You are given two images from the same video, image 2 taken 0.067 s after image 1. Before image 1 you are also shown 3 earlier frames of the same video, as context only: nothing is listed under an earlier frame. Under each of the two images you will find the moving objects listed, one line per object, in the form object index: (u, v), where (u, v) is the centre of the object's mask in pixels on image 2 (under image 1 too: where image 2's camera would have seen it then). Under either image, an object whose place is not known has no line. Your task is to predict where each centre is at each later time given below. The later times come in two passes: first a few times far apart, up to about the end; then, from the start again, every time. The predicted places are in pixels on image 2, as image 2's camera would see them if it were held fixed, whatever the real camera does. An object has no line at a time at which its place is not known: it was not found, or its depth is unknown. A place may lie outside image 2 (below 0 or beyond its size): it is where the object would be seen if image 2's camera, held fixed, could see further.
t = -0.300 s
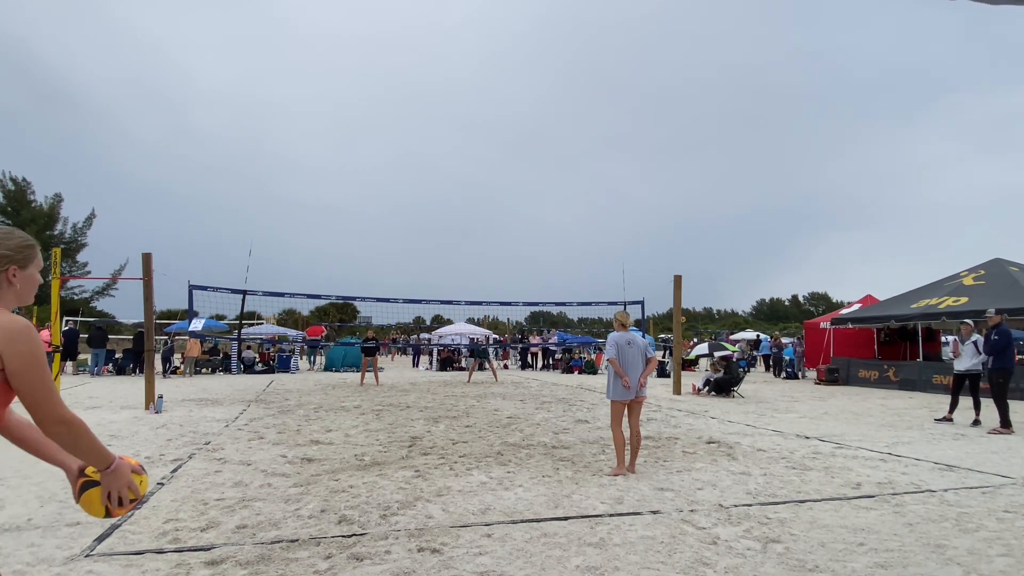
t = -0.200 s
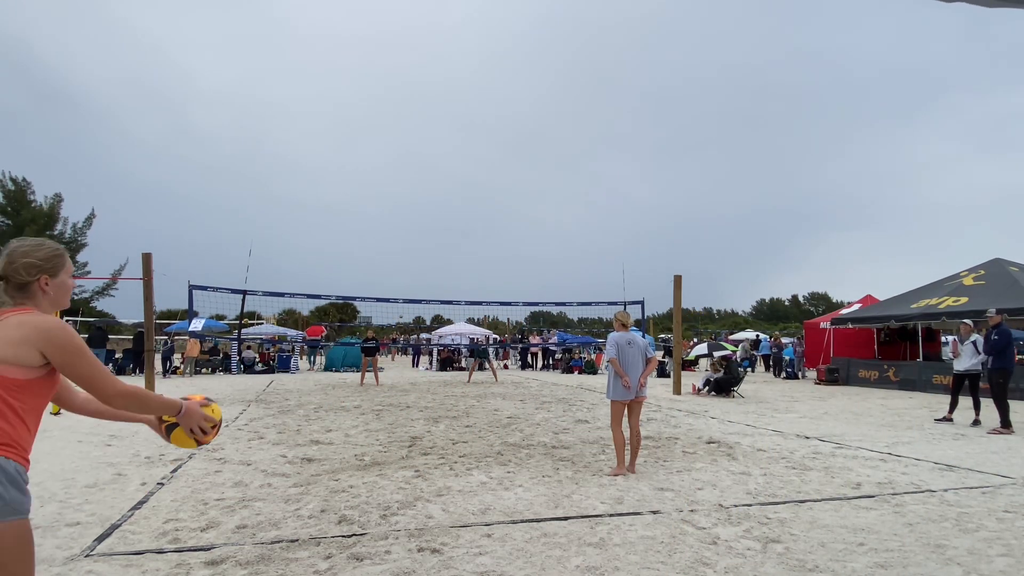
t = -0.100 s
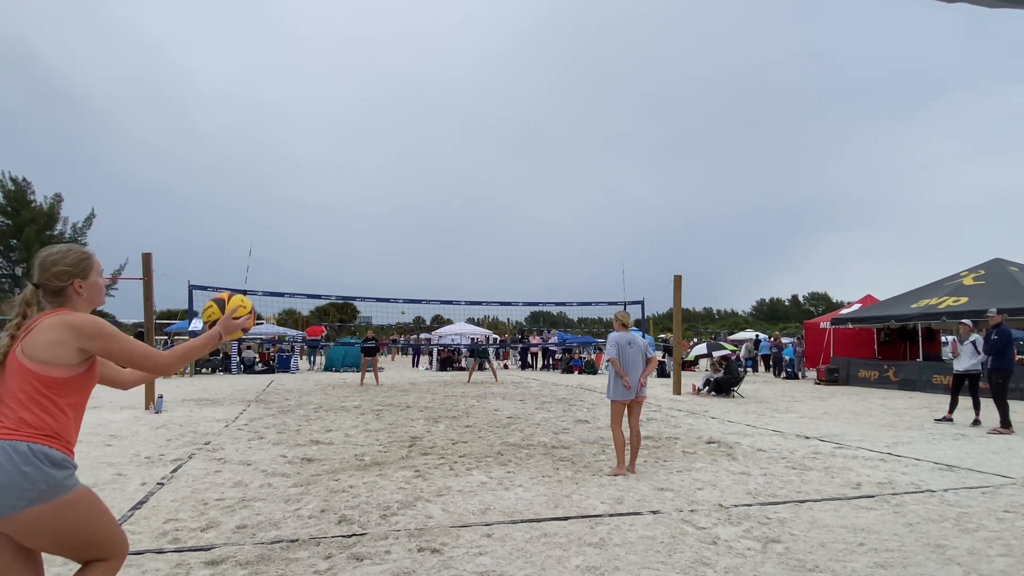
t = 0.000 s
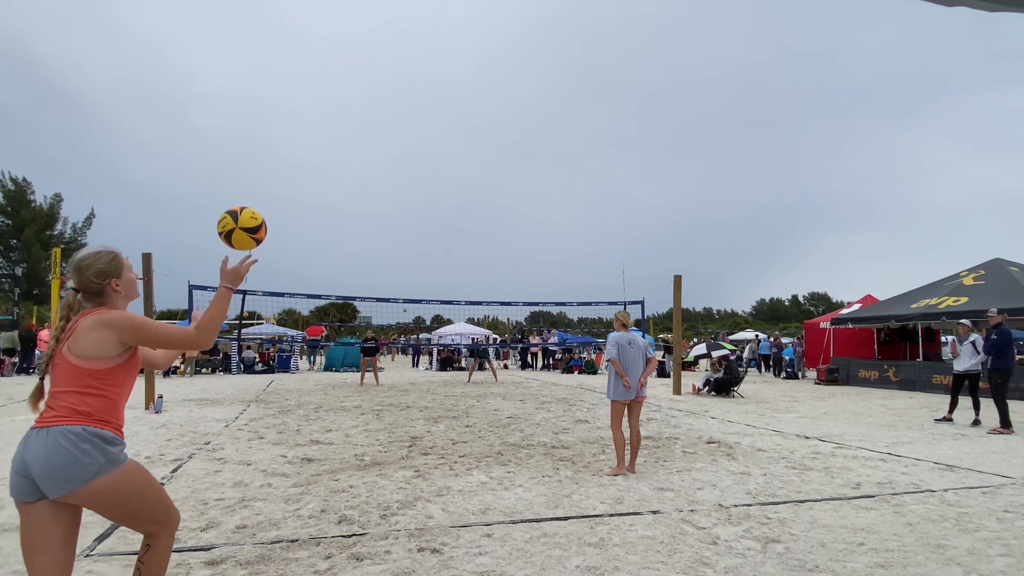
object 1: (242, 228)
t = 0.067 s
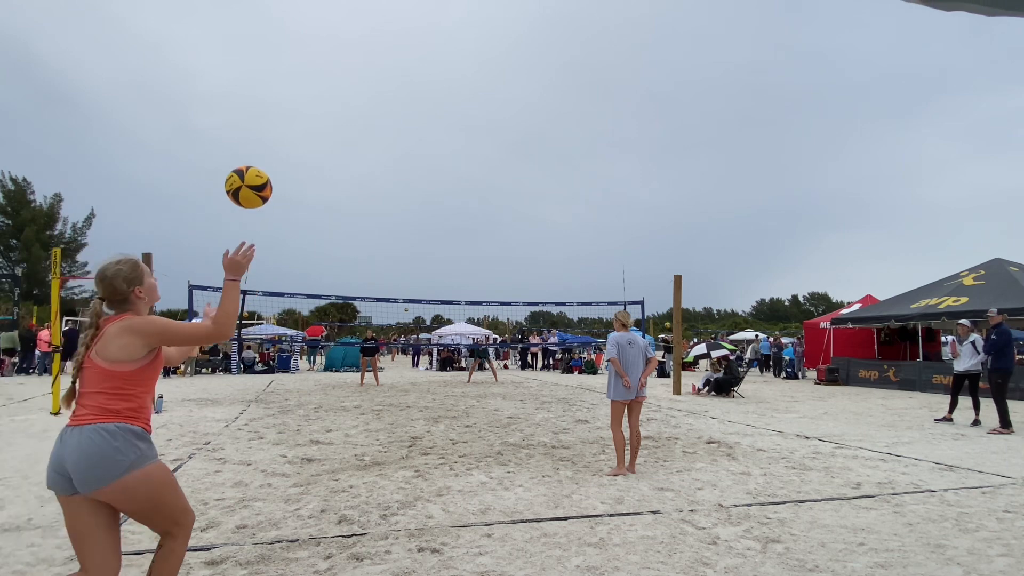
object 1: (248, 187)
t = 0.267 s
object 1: (261, 125)
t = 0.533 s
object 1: (268, 152)
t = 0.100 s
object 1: (251, 171)
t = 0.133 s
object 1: (253, 157)
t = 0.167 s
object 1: (256, 146)
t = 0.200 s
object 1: (257, 136)
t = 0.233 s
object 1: (259, 130)
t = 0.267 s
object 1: (261, 125)
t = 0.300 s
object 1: (263, 122)
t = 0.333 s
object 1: (264, 122)
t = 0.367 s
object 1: (265, 122)
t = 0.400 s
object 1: (266, 125)
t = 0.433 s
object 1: (267, 130)
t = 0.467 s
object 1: (267, 136)
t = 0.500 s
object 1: (268, 143)
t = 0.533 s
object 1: (268, 152)
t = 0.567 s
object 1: (268, 163)
